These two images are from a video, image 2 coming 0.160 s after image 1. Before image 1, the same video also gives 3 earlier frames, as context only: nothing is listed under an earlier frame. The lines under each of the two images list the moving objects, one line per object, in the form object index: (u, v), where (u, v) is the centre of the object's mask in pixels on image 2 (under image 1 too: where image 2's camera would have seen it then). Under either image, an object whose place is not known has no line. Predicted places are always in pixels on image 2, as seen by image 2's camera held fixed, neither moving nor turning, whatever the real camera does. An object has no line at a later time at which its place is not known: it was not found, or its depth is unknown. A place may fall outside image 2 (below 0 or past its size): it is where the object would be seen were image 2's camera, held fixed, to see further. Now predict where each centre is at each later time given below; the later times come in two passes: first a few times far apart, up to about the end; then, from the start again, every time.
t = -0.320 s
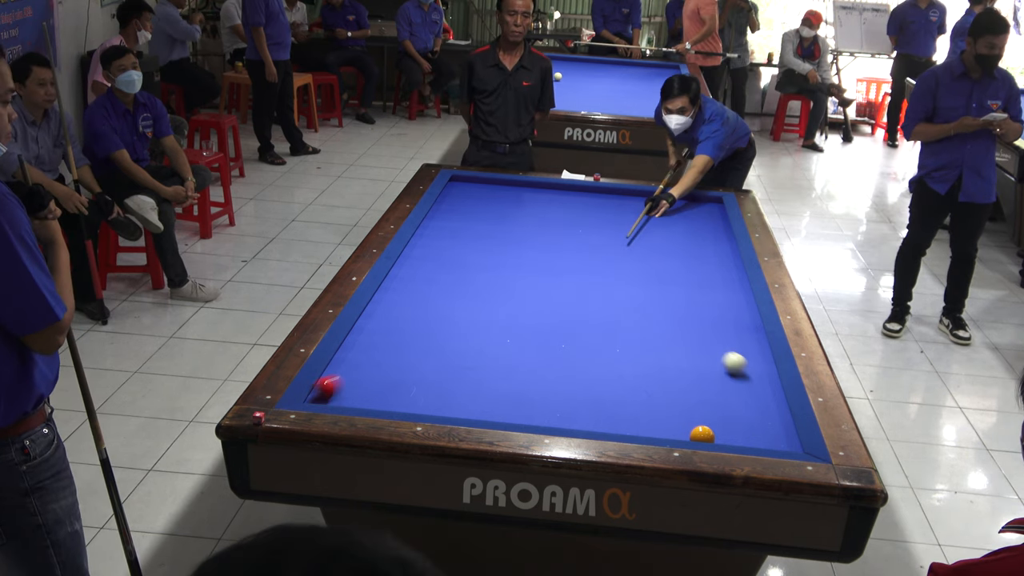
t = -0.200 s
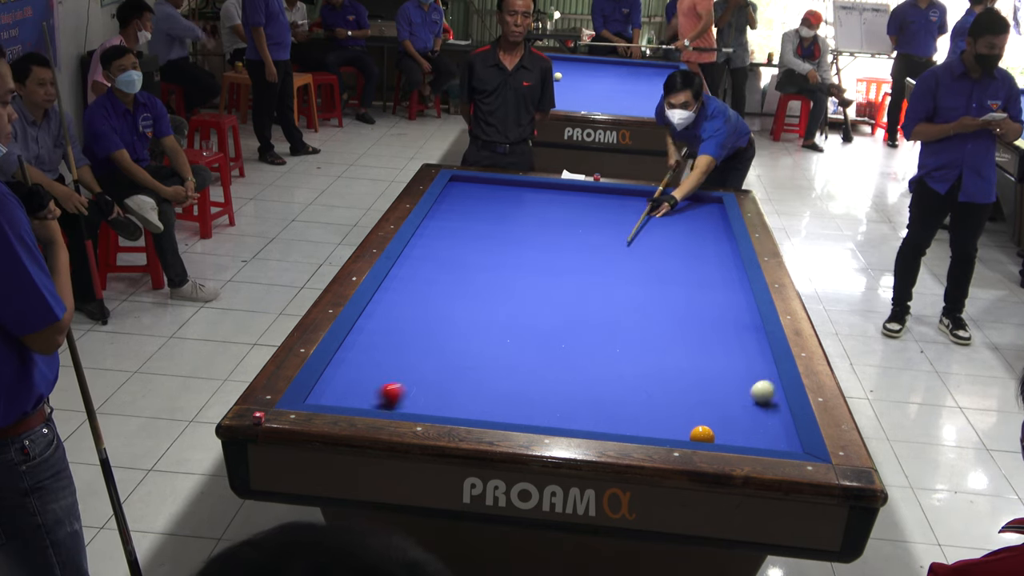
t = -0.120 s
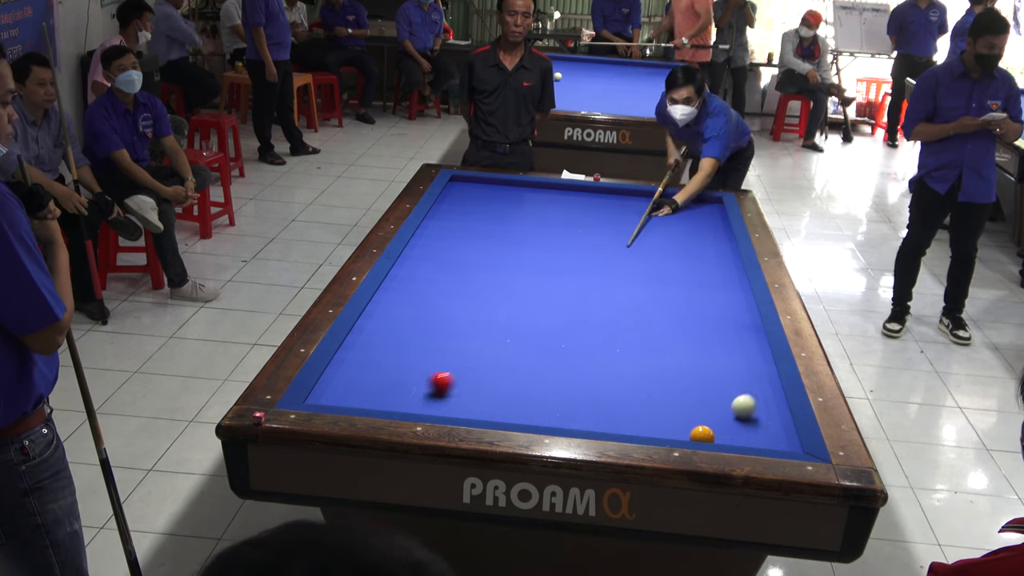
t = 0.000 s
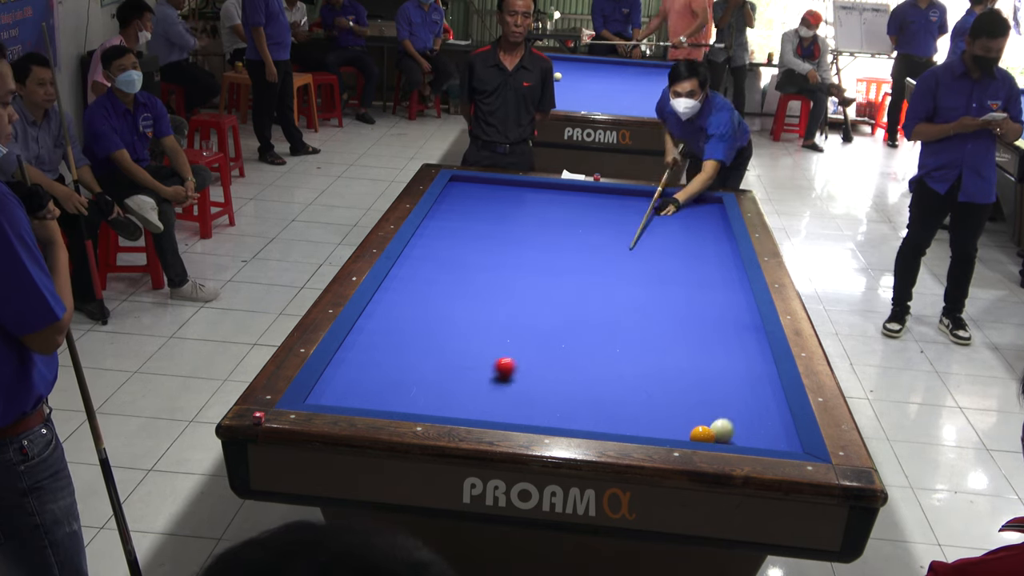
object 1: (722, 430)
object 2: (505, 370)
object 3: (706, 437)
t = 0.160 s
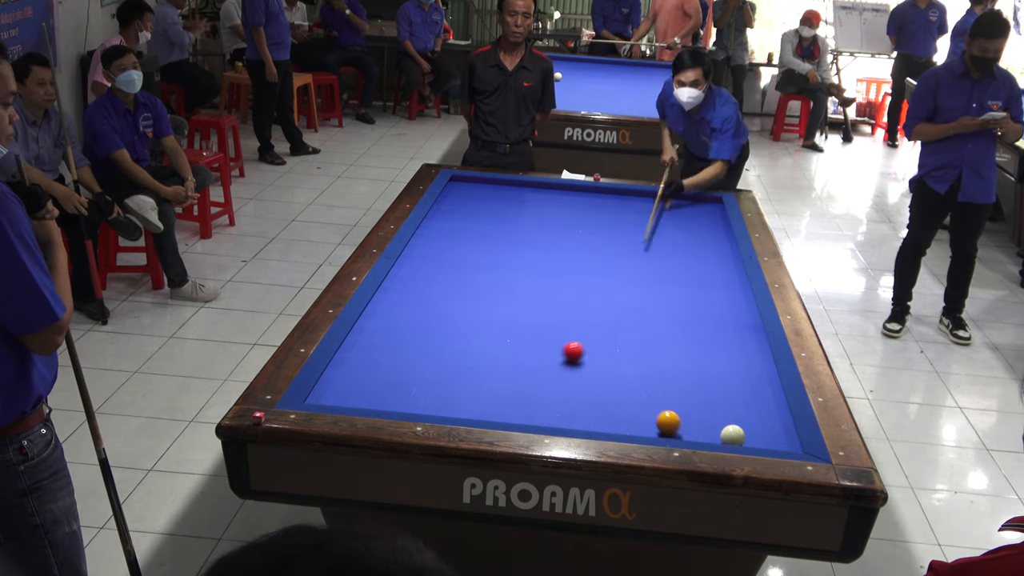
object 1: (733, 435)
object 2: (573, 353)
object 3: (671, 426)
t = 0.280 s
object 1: (730, 430)
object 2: (620, 343)
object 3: (652, 415)
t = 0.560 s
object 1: (723, 420)
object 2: (718, 320)
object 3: (608, 390)
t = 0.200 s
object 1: (732, 433)
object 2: (589, 350)
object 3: (665, 422)
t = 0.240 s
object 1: (731, 432)
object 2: (605, 346)
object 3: (658, 419)
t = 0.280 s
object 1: (730, 430)
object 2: (620, 343)
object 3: (652, 415)
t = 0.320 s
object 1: (729, 429)
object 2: (635, 339)
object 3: (646, 411)
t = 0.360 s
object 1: (728, 427)
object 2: (650, 336)
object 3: (640, 408)
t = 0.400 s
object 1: (727, 426)
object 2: (664, 332)
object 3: (633, 405)
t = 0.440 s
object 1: (726, 424)
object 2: (678, 329)
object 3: (628, 402)
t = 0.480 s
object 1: (725, 423)
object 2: (692, 326)
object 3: (620, 396)
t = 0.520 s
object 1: (724, 422)
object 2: (705, 323)
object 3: (614, 393)
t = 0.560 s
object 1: (723, 420)
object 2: (718, 320)
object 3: (608, 390)
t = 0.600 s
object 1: (722, 419)
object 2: (731, 317)
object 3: (603, 387)
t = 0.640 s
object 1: (721, 418)
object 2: (743, 314)
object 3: (597, 384)
